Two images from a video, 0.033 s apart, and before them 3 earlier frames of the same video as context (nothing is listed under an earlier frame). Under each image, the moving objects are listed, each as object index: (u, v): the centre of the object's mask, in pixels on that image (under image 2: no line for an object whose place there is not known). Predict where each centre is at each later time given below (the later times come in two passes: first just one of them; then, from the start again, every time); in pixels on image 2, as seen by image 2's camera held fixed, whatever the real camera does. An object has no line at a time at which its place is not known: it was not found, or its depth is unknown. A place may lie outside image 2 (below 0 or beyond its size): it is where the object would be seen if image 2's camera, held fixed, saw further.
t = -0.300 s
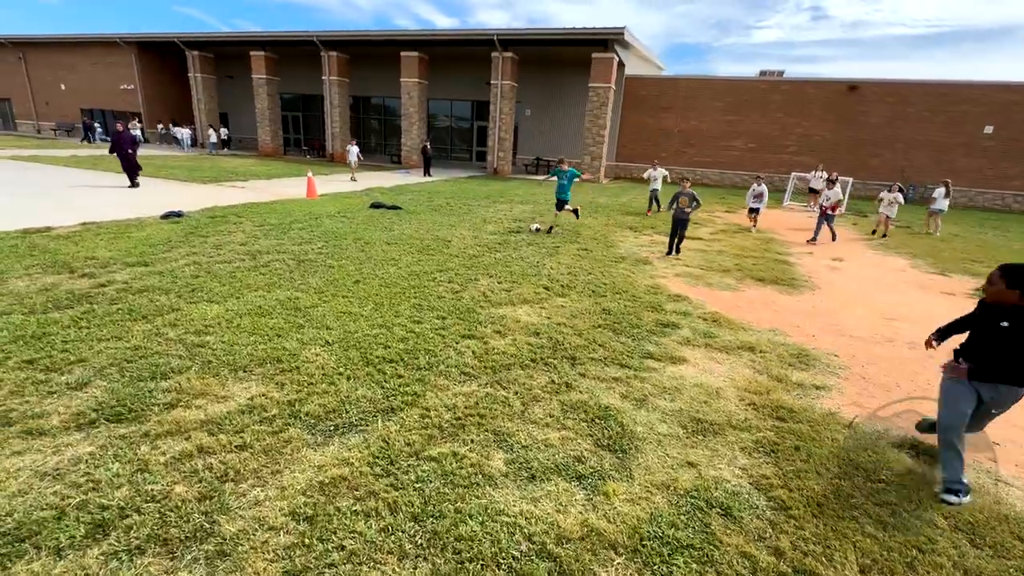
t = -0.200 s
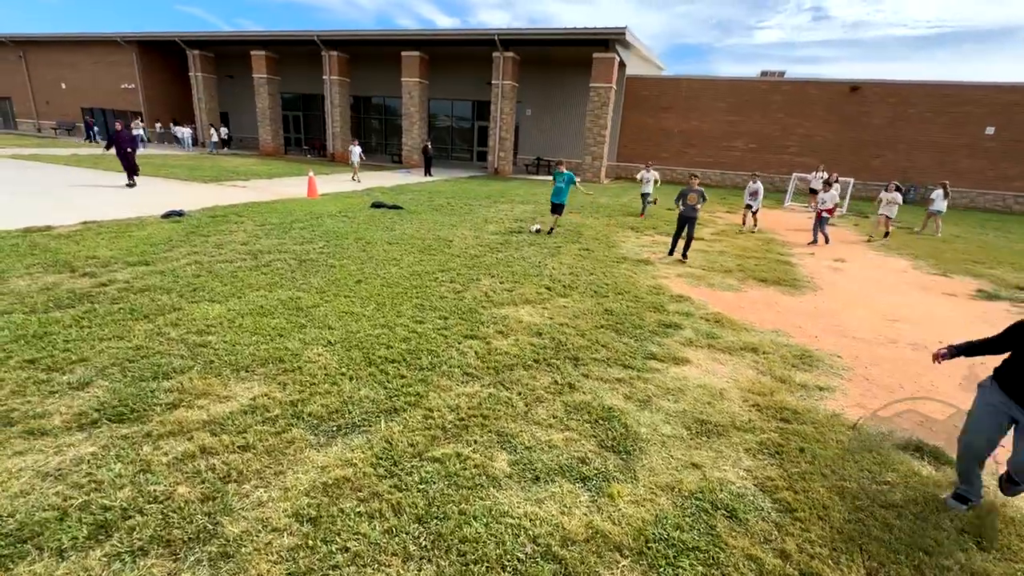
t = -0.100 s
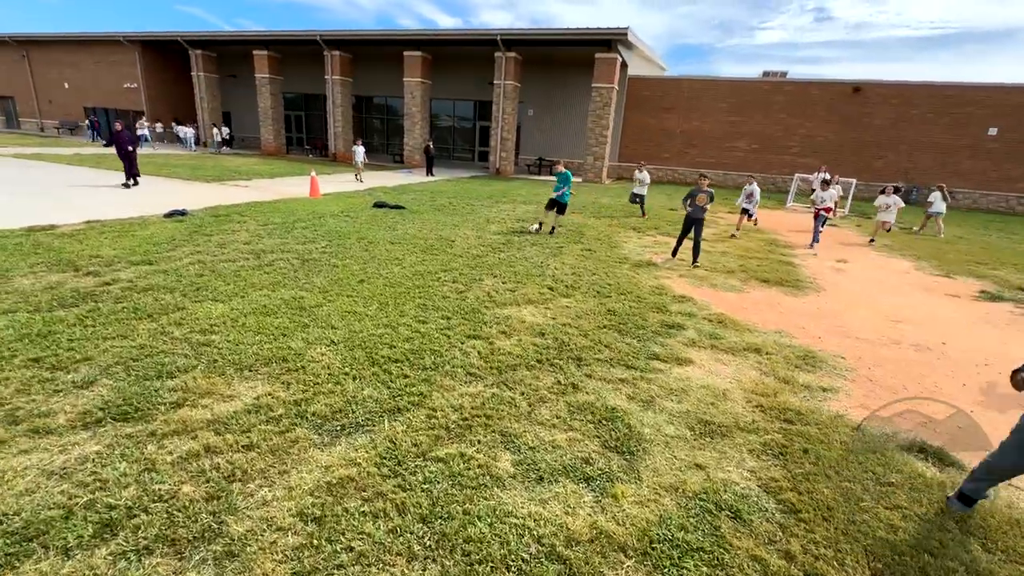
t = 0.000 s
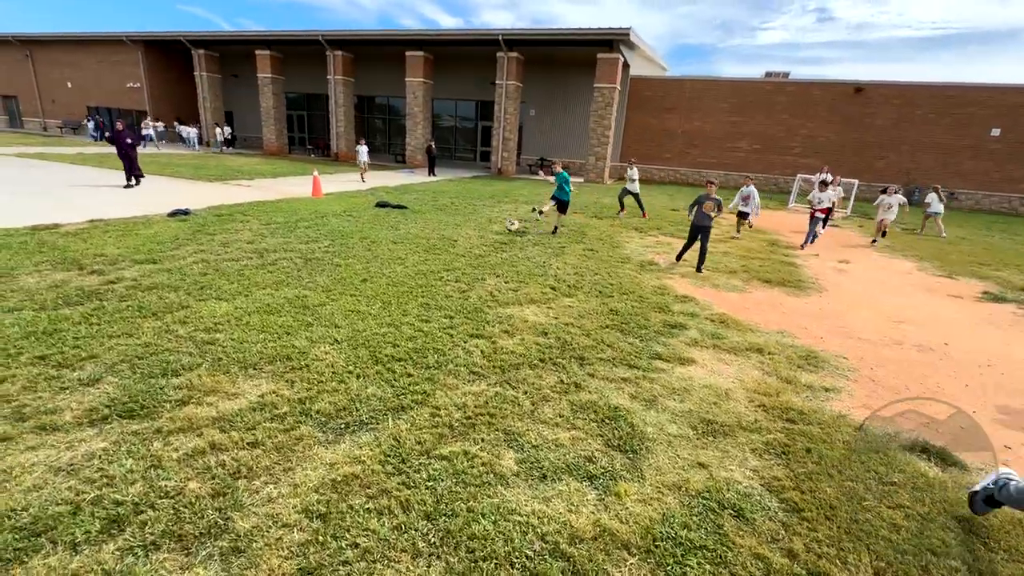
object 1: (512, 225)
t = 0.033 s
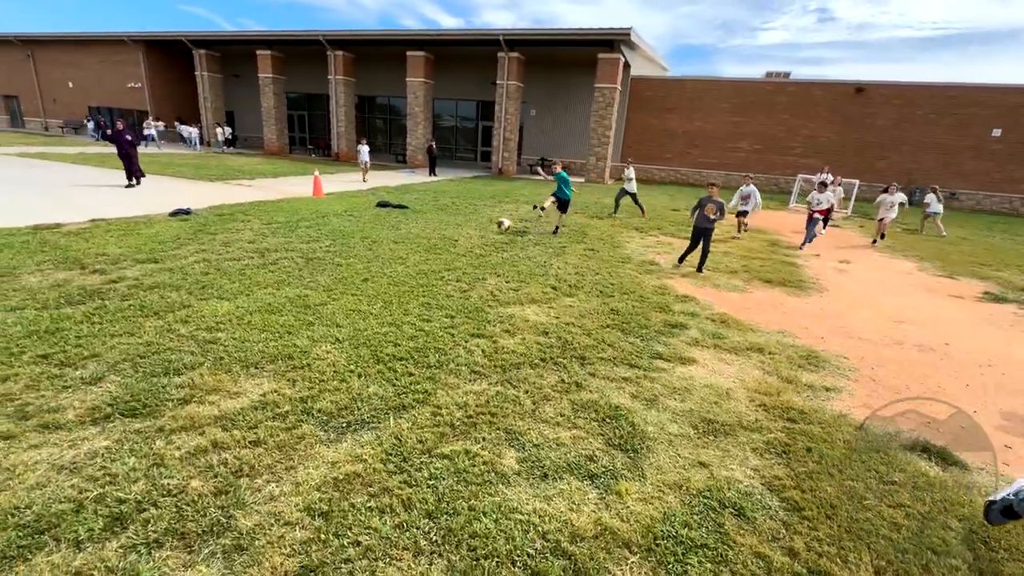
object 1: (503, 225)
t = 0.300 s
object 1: (387, 250)
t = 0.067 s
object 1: (493, 225)
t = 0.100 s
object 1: (482, 225)
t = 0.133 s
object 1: (470, 227)
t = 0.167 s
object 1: (457, 230)
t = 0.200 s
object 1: (442, 233)
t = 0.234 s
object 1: (426, 237)
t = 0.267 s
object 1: (407, 243)
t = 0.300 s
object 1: (387, 250)
